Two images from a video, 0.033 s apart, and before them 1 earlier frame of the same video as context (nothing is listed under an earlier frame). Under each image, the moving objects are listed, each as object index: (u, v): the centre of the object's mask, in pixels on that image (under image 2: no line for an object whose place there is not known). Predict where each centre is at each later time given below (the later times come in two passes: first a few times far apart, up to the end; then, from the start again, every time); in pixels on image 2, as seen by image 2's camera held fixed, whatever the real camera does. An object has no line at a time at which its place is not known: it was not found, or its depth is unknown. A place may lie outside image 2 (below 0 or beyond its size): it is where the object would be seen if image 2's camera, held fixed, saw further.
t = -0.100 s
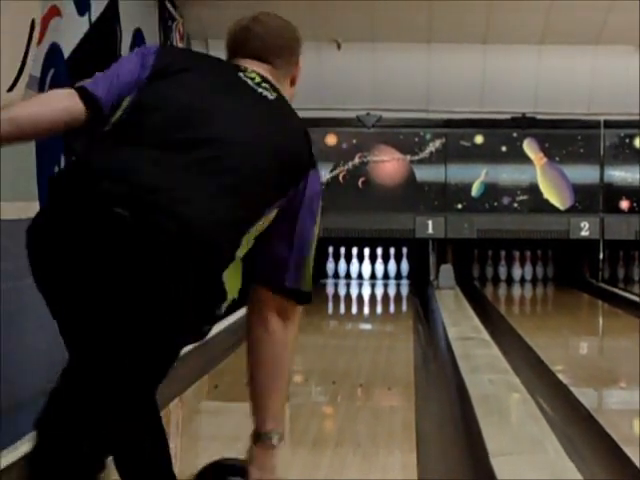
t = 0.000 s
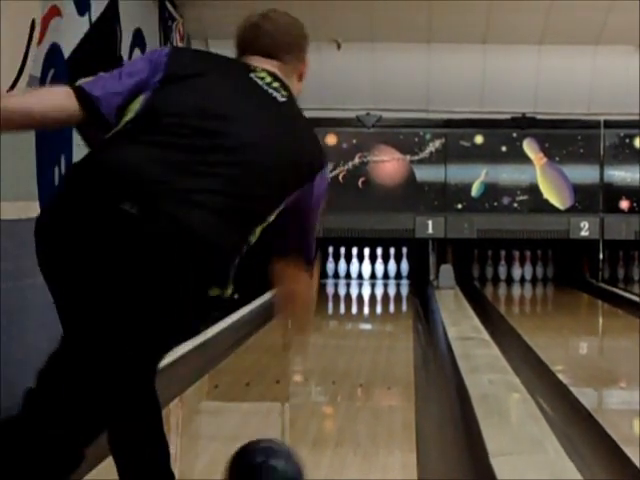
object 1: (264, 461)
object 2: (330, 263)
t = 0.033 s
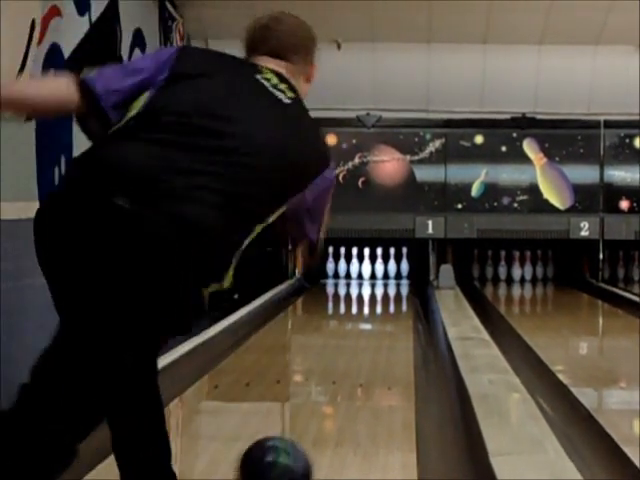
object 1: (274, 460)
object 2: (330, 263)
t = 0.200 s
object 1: (313, 424)
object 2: (330, 263)
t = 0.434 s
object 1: (346, 378)
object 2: (330, 263)
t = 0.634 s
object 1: (363, 353)
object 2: (330, 263)
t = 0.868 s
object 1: (377, 332)
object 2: (330, 263)
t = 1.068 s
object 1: (385, 318)
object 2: (330, 263)
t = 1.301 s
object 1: (392, 305)
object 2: (330, 263)
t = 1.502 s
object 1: (394, 297)
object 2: (330, 263)
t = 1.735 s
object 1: (395, 290)
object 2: (330, 263)
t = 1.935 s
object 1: (392, 284)
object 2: (330, 263)
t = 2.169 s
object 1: (386, 278)
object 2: (330, 263)
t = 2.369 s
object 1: (379, 274)
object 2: (330, 263)
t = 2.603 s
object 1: (374, 271)
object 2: (330, 263)
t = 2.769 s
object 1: (376, 271)
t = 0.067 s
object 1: (284, 455)
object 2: (330, 263)
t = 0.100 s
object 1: (292, 450)
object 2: (330, 263)
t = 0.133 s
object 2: (330, 263)
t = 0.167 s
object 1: (306, 433)
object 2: (330, 263)
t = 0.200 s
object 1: (313, 424)
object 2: (330, 263)
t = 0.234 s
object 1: (319, 417)
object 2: (330, 263)
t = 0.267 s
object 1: (324, 409)
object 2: (330, 263)
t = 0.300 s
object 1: (329, 402)
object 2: (330, 263)
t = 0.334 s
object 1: (333, 396)
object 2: (330, 263)
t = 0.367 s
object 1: (338, 389)
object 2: (330, 263)
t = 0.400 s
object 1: (342, 383)
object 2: (330, 263)
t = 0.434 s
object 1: (346, 378)
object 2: (330, 263)
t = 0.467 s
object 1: (349, 373)
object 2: (330, 263)
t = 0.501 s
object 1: (352, 368)
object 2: (330, 263)
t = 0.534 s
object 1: (355, 364)
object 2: (330, 263)
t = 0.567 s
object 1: (358, 360)
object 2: (330, 263)
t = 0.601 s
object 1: (361, 356)
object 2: (330, 263)
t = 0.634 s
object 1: (363, 353)
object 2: (330, 263)
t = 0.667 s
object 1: (366, 349)
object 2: (330, 263)
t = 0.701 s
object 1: (368, 347)
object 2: (330, 263)
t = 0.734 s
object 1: (370, 343)
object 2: (330, 263)
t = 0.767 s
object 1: (372, 340)
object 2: (330, 263)
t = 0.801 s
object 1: (374, 337)
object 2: (330, 263)
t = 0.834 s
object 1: (376, 334)
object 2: (330, 263)
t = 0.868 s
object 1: (377, 332)
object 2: (330, 263)
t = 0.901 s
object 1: (379, 329)
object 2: (330, 263)
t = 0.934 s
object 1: (381, 327)
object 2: (330, 263)
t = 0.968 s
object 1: (382, 325)
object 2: (330, 263)
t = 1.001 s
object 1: (383, 322)
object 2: (330, 263)
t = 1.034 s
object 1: (385, 320)
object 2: (330, 263)
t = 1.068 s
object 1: (385, 318)
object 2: (330, 263)
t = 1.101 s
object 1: (387, 317)
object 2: (330, 263)
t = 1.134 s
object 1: (388, 314)
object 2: (330, 263)
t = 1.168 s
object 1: (389, 312)
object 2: (330, 263)
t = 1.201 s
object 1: (389, 312)
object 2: (330, 263)
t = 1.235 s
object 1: (390, 309)
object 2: (330, 262)
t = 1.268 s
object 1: (391, 307)
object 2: (330, 263)
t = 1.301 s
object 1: (392, 305)
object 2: (330, 263)
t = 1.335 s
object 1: (392, 304)
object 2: (330, 263)
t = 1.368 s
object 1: (393, 303)
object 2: (330, 263)
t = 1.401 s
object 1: (393, 302)
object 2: (330, 263)
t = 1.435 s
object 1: (393, 300)
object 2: (330, 262)
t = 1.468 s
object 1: (394, 299)
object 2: (330, 263)
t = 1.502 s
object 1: (394, 297)
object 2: (330, 263)
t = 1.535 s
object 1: (394, 296)
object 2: (330, 263)
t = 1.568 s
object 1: (395, 294)
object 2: (330, 263)
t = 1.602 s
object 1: (395, 294)
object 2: (330, 263)
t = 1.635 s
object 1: (395, 293)
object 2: (330, 263)
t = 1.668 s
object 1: (395, 292)
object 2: (330, 263)
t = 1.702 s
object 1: (395, 291)
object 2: (330, 263)
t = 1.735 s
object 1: (395, 290)
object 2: (330, 263)
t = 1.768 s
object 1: (394, 288)
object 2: (330, 263)
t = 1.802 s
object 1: (395, 287)
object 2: (330, 263)
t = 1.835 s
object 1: (394, 287)
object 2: (330, 263)
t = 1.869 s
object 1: (393, 286)
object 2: (330, 263)
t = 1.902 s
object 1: (393, 285)
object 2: (330, 263)
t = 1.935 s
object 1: (392, 284)
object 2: (330, 263)
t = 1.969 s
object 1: (392, 283)
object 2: (330, 263)
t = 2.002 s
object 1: (391, 282)
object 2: (330, 263)
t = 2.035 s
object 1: (390, 281)
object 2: (330, 263)
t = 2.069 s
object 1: (390, 280)
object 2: (330, 263)
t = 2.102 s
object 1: (389, 279)
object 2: (330, 263)
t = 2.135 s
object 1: (388, 279)
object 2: (330, 263)
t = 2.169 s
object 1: (386, 278)
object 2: (330, 263)
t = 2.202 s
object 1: (385, 277)
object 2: (330, 263)
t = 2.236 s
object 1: (384, 276)
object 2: (330, 263)
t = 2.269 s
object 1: (383, 276)
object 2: (330, 263)
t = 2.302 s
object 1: (381, 275)
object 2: (330, 263)
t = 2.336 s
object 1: (380, 275)
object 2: (330, 263)
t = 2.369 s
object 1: (379, 274)
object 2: (330, 263)
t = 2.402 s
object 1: (378, 273)
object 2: (330, 263)
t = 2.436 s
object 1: (376, 273)
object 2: (330, 263)
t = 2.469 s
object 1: (376, 272)
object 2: (330, 263)
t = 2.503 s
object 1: (374, 272)
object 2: (330, 263)
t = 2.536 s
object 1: (373, 271)
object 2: (330, 263)
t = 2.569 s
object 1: (374, 271)
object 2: (330, 263)
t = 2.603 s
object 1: (374, 271)
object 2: (330, 263)
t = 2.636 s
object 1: (375, 271)
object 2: (329, 262)
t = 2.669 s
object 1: (375, 270)
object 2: (325, 260)
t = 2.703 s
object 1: (375, 271)
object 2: (322, 262)
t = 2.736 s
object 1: (376, 271)
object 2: (319, 265)
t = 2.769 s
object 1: (376, 271)
